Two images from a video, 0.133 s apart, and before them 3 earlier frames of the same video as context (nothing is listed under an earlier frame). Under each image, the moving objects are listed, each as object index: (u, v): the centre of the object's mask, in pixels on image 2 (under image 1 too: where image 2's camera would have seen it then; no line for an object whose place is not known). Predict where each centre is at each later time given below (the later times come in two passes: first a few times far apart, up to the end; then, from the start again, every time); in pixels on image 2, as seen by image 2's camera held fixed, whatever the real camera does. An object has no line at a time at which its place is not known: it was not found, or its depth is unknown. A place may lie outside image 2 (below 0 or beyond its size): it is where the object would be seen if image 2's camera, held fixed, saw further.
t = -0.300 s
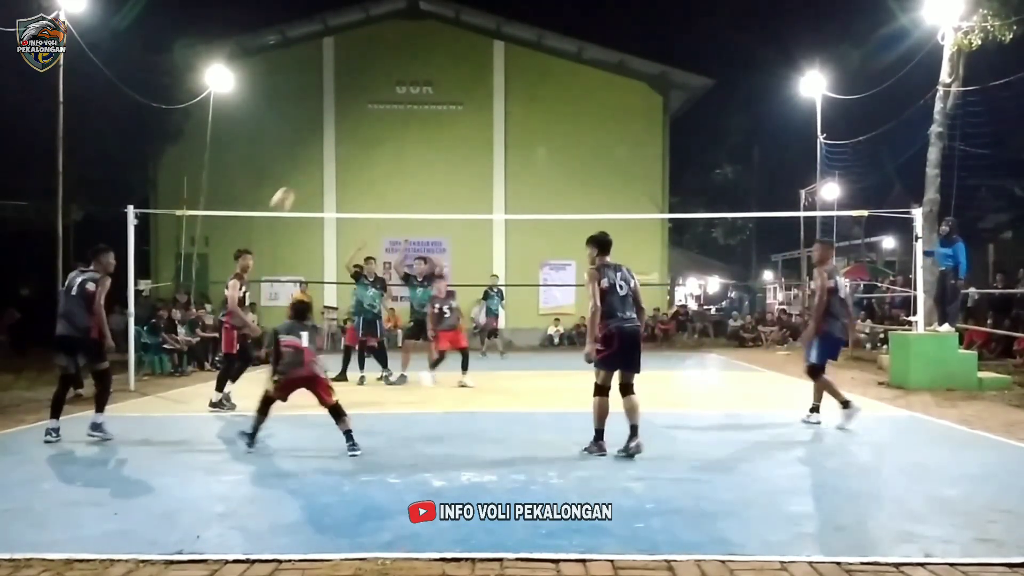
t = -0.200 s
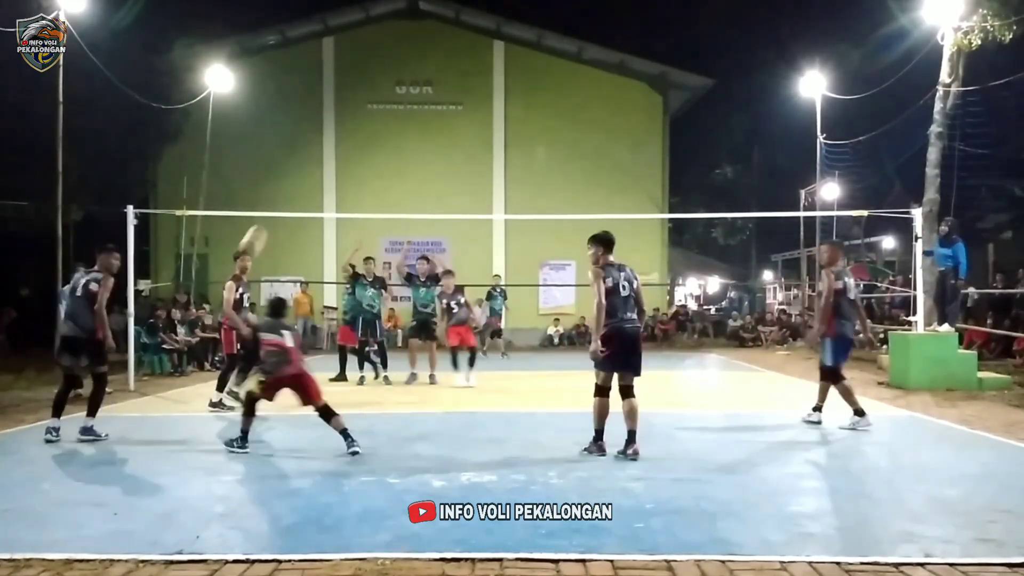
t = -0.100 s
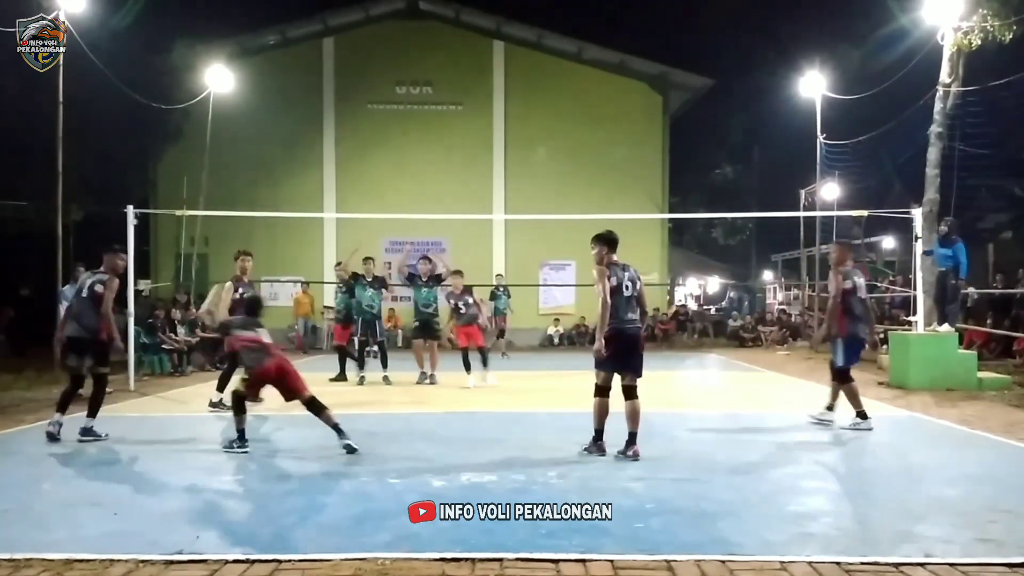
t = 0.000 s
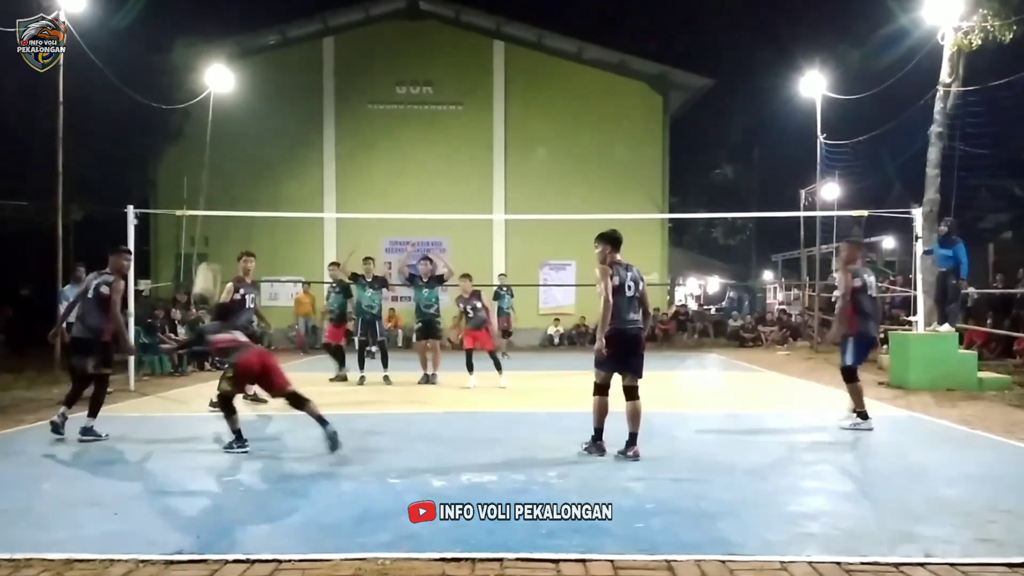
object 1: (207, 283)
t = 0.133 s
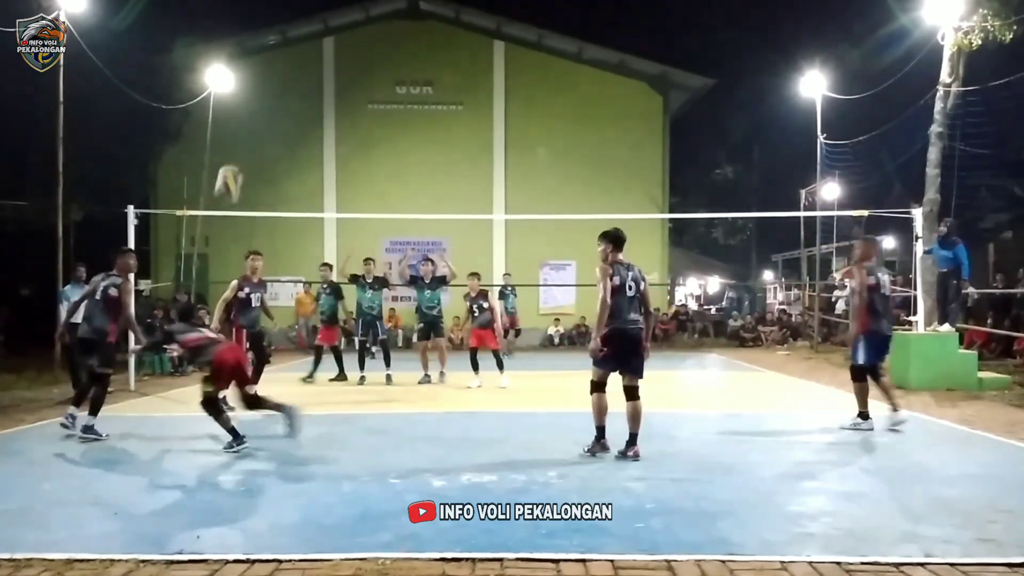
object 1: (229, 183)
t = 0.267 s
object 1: (248, 111)
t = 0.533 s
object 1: (285, 30)
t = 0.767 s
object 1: (316, 21)
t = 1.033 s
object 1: (348, 71)
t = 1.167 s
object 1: (364, 114)
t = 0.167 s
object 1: (233, 162)
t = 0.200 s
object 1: (238, 144)
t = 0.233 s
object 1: (243, 127)
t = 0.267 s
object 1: (248, 111)
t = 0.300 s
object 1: (253, 95)
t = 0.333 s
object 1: (258, 82)
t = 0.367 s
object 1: (262, 70)
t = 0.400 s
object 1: (267, 60)
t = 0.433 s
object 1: (271, 50)
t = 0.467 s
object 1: (276, 42)
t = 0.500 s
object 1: (281, 36)
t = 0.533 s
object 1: (285, 30)
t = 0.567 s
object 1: (289, 26)
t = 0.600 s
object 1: (294, 22)
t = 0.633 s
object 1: (298, 20)
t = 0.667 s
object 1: (303, 18)
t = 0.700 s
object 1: (307, 18)
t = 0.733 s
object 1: (311, 19)
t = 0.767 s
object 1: (316, 21)
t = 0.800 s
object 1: (320, 24)
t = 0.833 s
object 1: (324, 28)
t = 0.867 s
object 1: (328, 33)
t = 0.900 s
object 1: (332, 39)
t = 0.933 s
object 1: (336, 45)
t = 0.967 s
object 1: (340, 52)
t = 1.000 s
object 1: (344, 61)
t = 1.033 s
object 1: (348, 71)
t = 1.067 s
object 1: (352, 80)
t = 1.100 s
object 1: (356, 91)
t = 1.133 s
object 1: (360, 103)
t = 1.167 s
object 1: (364, 114)
